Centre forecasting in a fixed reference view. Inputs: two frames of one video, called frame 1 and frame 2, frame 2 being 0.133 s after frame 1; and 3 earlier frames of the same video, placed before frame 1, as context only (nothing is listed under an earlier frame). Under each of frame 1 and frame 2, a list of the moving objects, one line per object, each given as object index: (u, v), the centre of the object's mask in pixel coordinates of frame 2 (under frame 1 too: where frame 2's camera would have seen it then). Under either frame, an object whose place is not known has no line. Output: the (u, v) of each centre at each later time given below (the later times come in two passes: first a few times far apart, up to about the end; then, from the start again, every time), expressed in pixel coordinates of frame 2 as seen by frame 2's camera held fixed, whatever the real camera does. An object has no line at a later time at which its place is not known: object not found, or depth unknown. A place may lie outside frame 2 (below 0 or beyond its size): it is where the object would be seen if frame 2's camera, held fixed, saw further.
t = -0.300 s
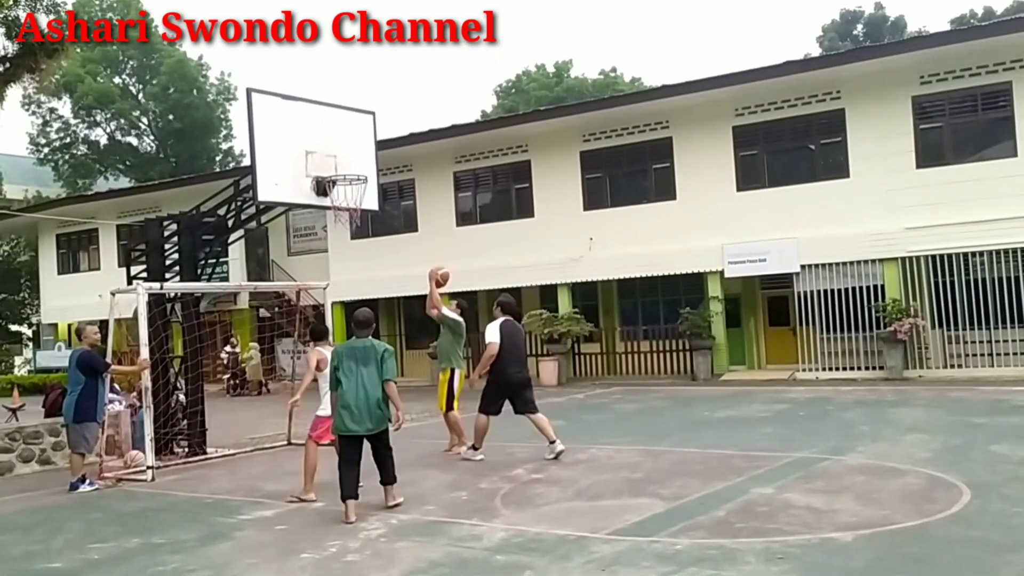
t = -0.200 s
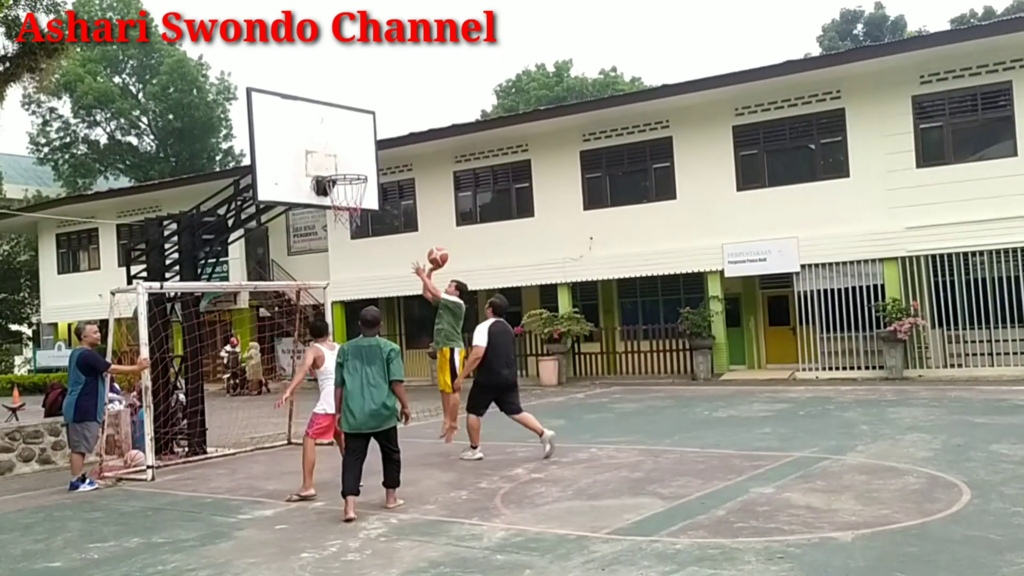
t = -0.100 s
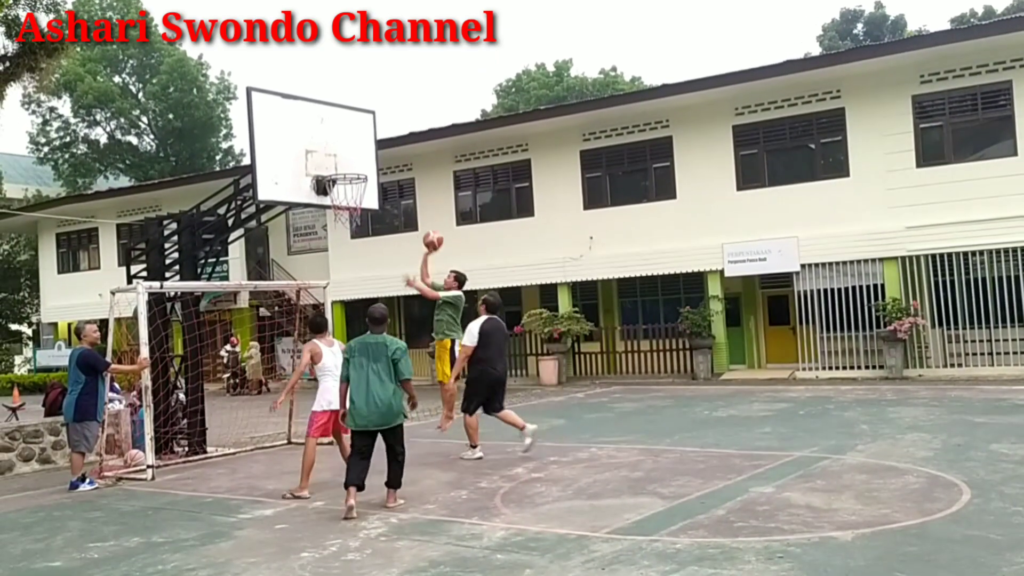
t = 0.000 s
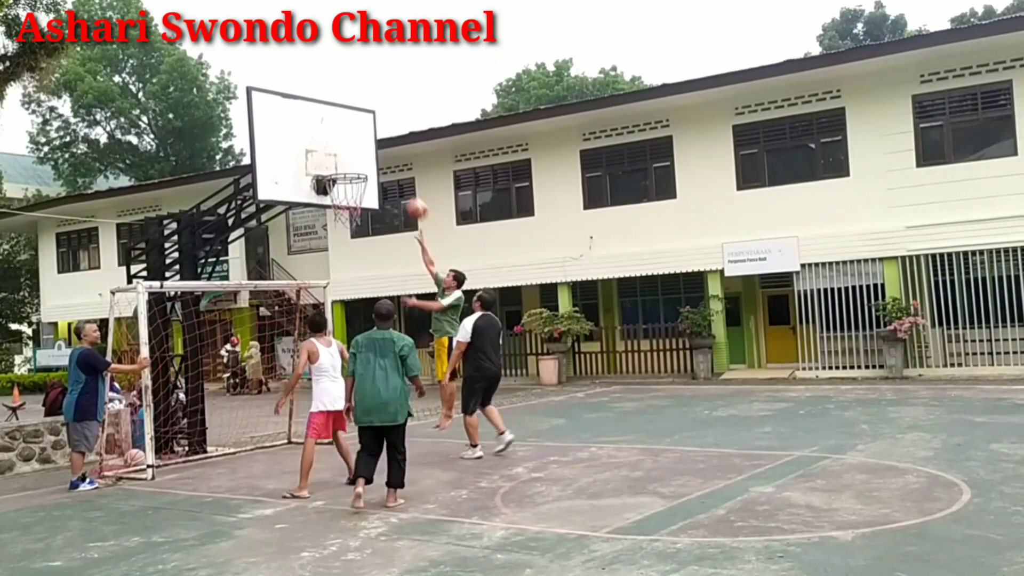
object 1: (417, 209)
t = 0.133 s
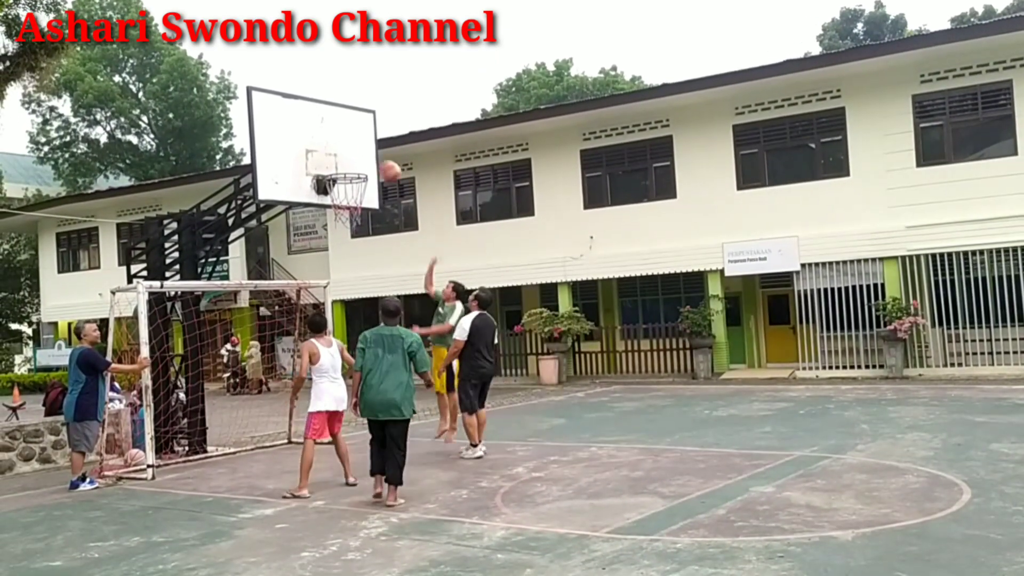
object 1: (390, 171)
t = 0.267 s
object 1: (362, 149)
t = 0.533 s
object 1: (334, 149)
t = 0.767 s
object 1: (345, 161)
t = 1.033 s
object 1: (379, 172)
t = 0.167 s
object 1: (384, 165)
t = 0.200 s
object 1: (377, 159)
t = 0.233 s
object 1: (370, 153)
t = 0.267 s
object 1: (362, 149)
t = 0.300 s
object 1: (356, 145)
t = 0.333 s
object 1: (349, 143)
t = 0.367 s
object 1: (342, 142)
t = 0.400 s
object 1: (340, 141)
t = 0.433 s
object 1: (339, 142)
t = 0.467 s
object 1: (337, 143)
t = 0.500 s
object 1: (336, 145)
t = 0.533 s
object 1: (334, 149)
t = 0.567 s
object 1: (333, 153)
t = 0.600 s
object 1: (332, 158)
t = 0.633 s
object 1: (331, 164)
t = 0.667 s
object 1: (332, 167)
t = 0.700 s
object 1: (336, 164)
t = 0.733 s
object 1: (341, 162)
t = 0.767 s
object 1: (345, 161)
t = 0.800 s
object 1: (350, 160)
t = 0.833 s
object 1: (354, 161)
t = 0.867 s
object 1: (358, 162)
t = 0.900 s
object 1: (362, 162)
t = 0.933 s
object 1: (366, 163)
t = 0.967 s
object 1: (371, 165)
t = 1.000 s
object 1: (375, 168)
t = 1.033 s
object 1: (379, 172)
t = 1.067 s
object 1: (383, 177)
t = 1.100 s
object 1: (387, 184)
